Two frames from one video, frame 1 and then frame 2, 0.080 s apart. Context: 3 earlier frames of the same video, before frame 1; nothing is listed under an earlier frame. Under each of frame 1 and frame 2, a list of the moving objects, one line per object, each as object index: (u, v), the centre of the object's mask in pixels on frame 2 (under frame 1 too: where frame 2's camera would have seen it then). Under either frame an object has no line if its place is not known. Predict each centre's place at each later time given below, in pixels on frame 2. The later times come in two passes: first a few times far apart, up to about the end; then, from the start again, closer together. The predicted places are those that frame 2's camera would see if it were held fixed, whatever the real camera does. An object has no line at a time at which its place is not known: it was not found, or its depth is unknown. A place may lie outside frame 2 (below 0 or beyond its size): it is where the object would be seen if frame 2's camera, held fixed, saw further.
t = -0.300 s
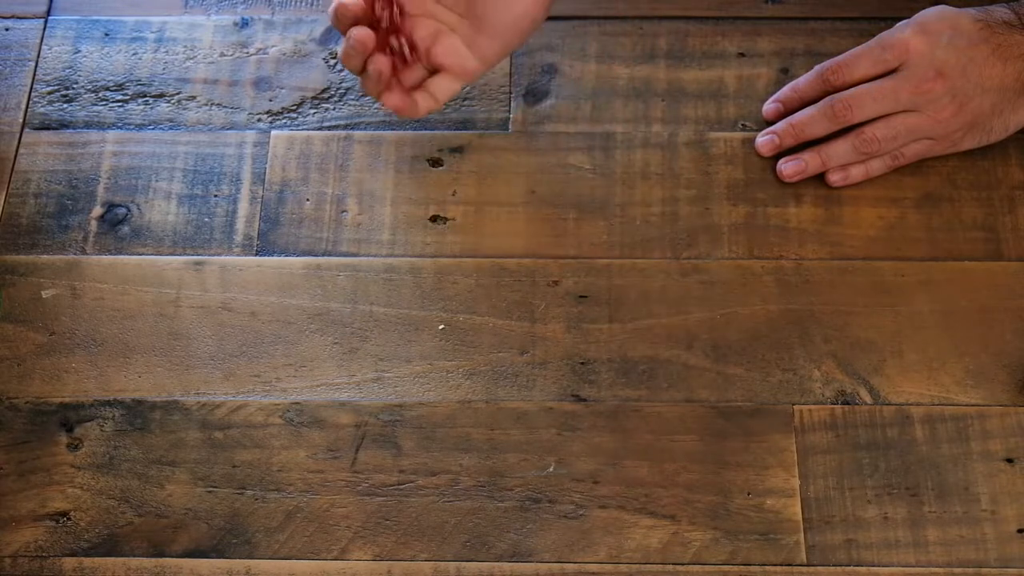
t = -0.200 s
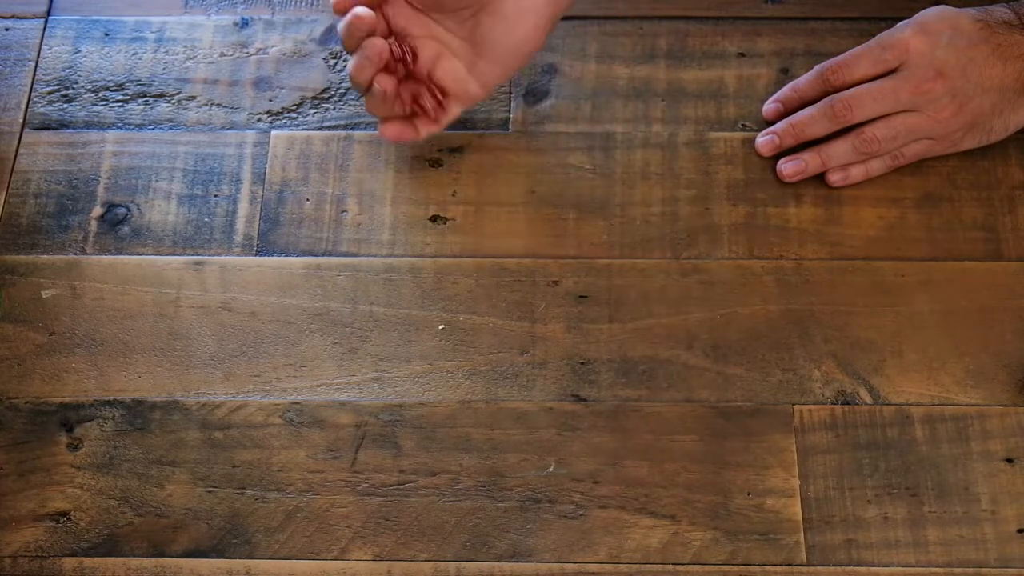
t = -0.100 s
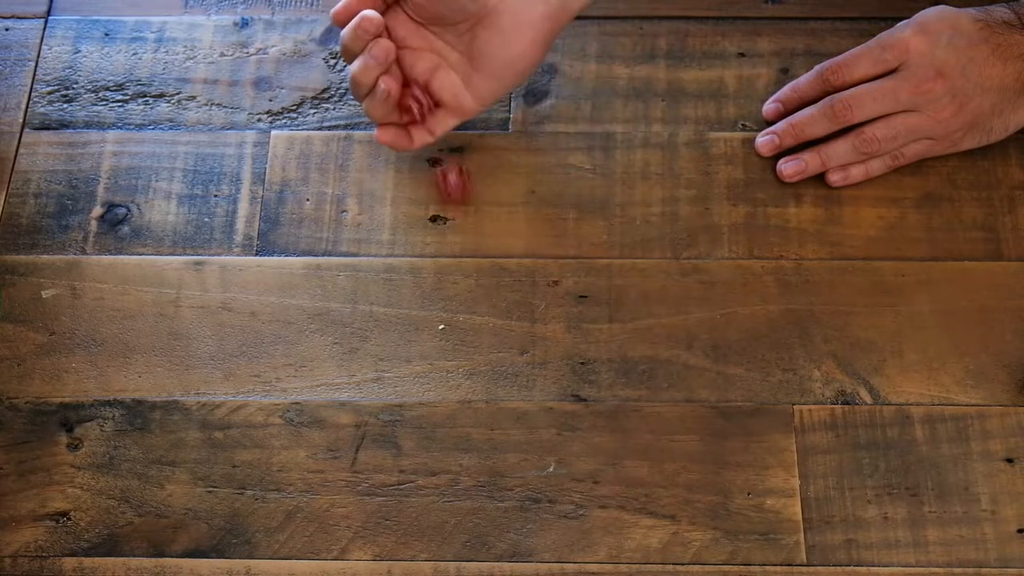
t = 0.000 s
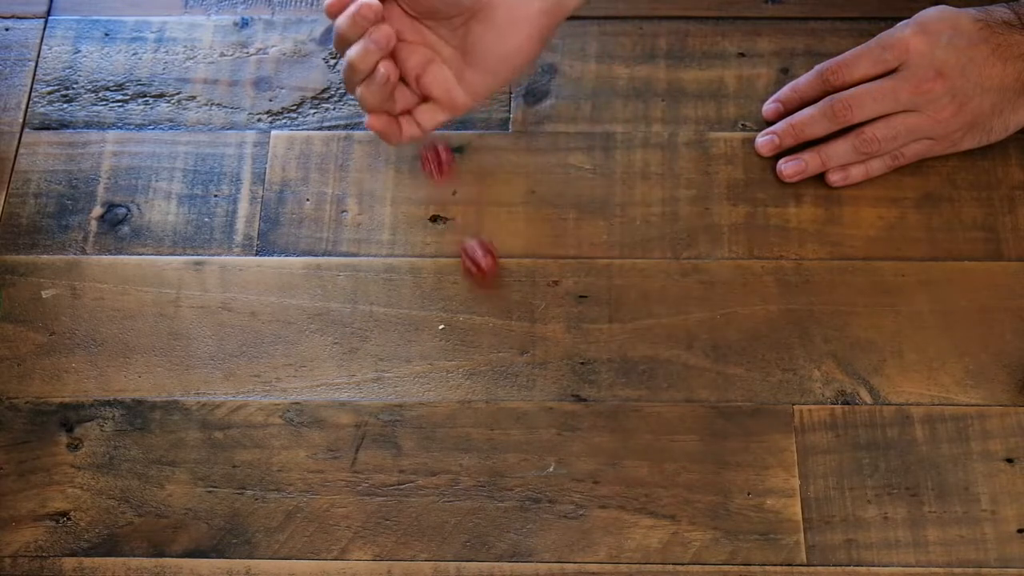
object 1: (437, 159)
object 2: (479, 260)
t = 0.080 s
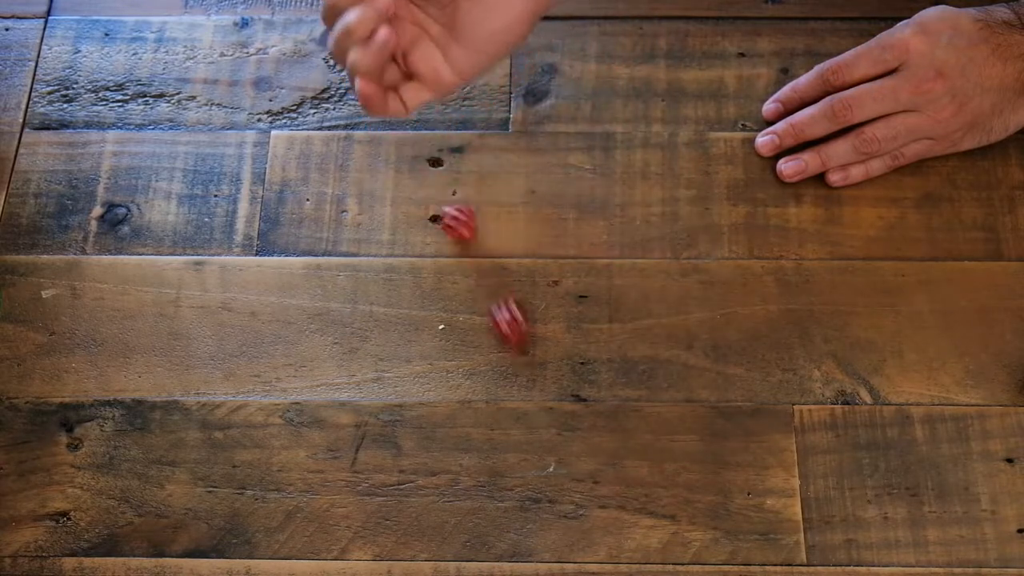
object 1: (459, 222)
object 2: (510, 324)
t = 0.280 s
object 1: (556, 313)
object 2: (597, 451)
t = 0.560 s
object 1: (676, 380)
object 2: (675, 545)
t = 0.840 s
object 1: (704, 383)
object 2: (675, 550)
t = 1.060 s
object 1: (705, 383)
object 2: (675, 550)
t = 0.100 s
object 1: (466, 232)
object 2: (518, 338)
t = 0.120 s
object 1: (474, 242)
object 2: (527, 353)
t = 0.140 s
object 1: (482, 247)
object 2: (536, 368)
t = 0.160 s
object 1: (493, 257)
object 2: (545, 379)
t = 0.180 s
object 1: (502, 268)
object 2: (552, 390)
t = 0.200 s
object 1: (513, 276)
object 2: (562, 407)
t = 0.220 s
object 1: (525, 288)
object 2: (570, 417)
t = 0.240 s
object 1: (535, 297)
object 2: (579, 429)
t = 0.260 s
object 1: (546, 305)
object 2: (589, 441)
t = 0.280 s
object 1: (556, 313)
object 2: (597, 451)
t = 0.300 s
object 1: (567, 319)
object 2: (605, 459)
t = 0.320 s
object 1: (579, 329)
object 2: (613, 469)
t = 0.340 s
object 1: (588, 335)
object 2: (622, 480)
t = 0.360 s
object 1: (598, 340)
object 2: (629, 488)
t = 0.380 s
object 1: (607, 348)
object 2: (636, 497)
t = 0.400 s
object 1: (615, 353)
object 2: (643, 504)
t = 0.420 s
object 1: (624, 360)
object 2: (647, 511)
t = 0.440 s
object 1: (631, 364)
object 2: (654, 518)
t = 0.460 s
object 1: (640, 369)
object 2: (659, 523)
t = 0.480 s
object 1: (648, 372)
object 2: (663, 528)
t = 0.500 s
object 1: (655, 375)
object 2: (667, 533)
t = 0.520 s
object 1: (662, 379)
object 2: (671, 537)
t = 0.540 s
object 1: (669, 378)
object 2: (674, 542)
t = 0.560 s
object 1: (676, 380)
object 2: (675, 545)
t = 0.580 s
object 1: (682, 383)
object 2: (676, 547)
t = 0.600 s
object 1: (687, 382)
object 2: (676, 549)
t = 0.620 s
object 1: (693, 383)
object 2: (676, 550)
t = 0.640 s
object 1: (697, 383)
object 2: (675, 550)
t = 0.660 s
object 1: (699, 383)
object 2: (675, 550)
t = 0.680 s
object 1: (703, 383)
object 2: (675, 550)
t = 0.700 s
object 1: (704, 384)
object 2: (675, 550)
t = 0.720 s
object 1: (704, 383)
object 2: (675, 550)
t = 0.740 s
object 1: (703, 383)
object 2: (675, 550)
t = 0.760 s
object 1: (703, 383)
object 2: (675, 550)
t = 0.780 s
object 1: (703, 383)
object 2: (675, 550)
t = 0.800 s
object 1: (703, 383)
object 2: (675, 550)
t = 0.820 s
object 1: (703, 383)
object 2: (675, 550)
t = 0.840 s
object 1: (704, 383)
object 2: (675, 550)
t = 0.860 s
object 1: (704, 383)
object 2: (675, 550)
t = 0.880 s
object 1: (704, 383)
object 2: (675, 550)
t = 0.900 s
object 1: (703, 383)
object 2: (675, 550)
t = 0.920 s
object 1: (703, 383)
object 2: (675, 550)
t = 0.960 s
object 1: (703, 383)
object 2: (675, 550)
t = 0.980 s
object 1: (704, 383)
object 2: (675, 550)
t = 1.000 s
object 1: (704, 383)
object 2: (675, 550)
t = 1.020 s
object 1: (704, 383)
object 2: (675, 550)
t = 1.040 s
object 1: (704, 383)
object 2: (675, 550)
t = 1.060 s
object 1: (705, 383)
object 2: (675, 550)
